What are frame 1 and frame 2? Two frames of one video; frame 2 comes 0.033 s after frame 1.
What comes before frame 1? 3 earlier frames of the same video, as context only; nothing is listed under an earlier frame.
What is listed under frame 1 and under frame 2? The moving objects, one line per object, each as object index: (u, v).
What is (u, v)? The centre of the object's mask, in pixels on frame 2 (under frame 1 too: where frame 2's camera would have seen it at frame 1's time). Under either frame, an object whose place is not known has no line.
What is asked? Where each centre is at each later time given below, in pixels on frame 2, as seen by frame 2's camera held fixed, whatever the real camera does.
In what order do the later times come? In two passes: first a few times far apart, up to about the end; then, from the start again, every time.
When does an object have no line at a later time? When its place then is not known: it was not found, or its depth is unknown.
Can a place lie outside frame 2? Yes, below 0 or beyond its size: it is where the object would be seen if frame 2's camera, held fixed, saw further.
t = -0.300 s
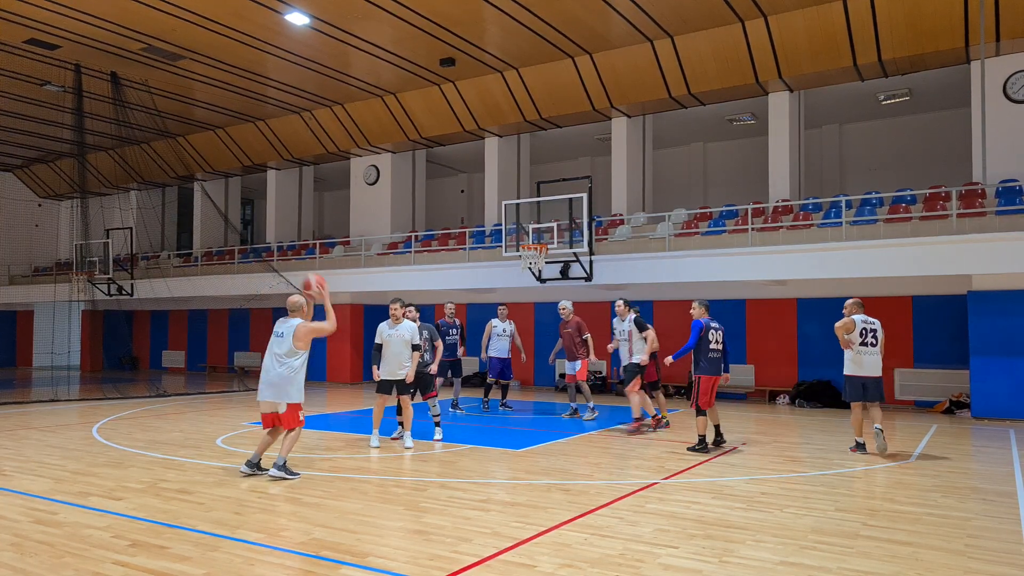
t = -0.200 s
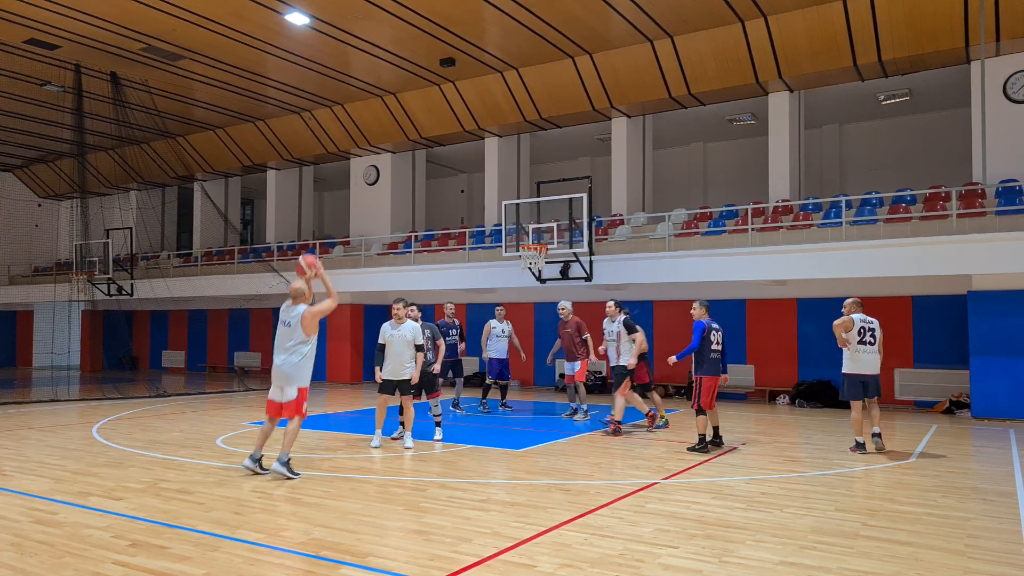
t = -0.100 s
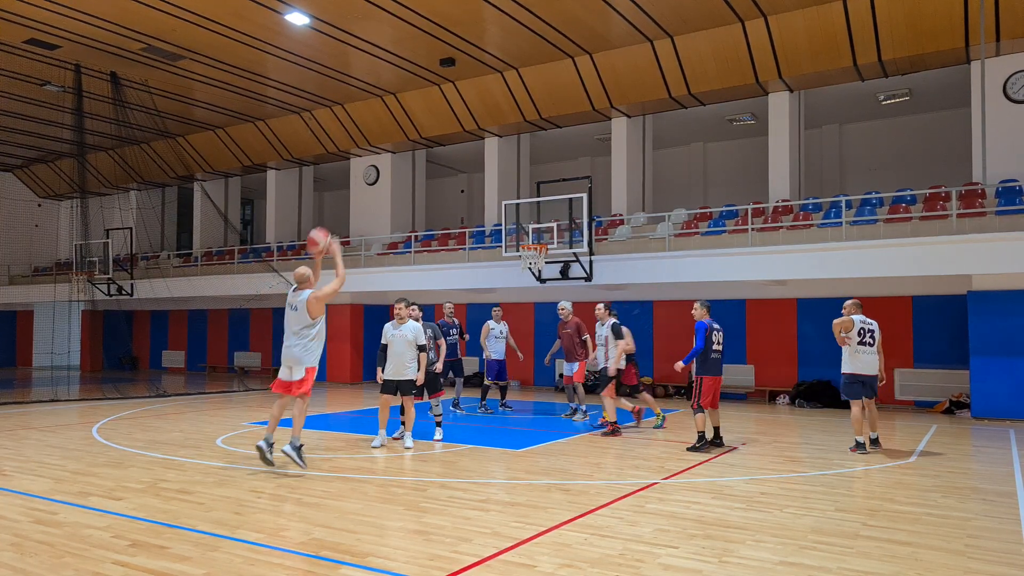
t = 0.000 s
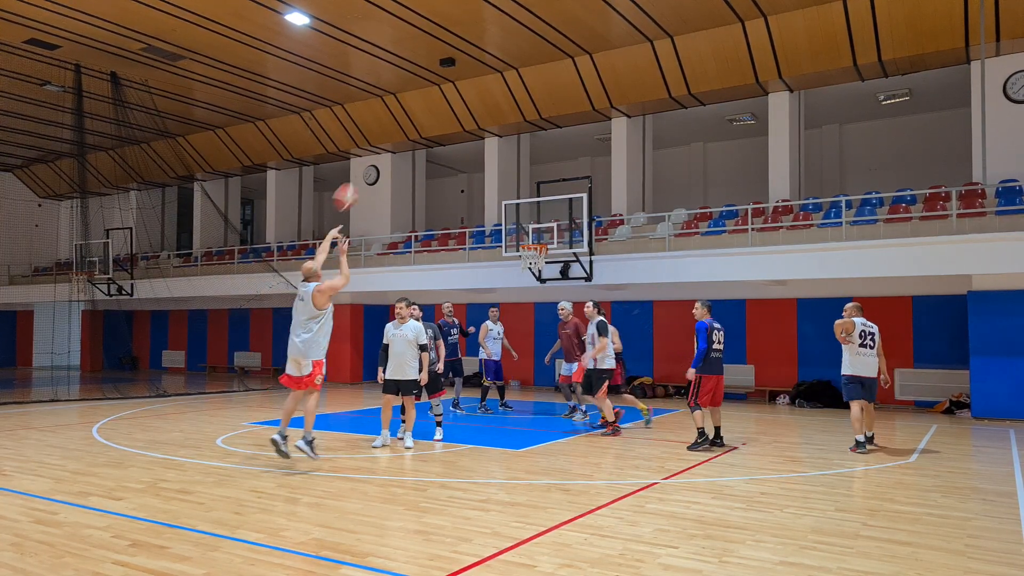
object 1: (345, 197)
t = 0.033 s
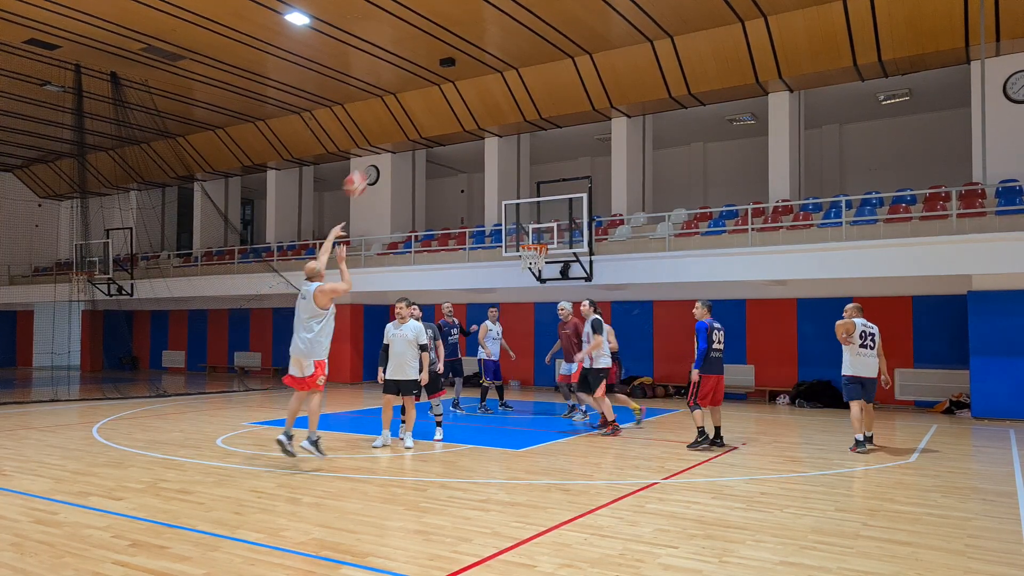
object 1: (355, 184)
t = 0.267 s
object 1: (414, 130)
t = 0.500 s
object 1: (456, 125)
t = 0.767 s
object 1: (493, 159)
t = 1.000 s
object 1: (518, 211)
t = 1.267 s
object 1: (550, 218)
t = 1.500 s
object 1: (583, 203)
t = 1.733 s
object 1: (621, 220)
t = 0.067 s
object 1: (365, 172)
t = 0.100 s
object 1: (374, 161)
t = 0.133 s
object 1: (383, 152)
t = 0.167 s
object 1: (391, 145)
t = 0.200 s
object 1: (399, 139)
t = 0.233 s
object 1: (407, 134)
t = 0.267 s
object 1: (414, 130)
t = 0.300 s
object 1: (420, 127)
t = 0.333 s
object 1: (427, 125)
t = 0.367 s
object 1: (433, 123)
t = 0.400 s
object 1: (439, 122)
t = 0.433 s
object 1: (444, 122)
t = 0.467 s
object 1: (450, 123)
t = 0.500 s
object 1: (456, 125)
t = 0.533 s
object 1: (461, 127)
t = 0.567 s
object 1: (466, 130)
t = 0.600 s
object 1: (471, 134)
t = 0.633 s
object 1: (476, 137)
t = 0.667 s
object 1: (480, 142)
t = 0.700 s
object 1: (485, 146)
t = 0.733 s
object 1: (489, 152)
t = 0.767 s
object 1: (493, 159)
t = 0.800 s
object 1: (498, 165)
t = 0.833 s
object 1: (501, 172)
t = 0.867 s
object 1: (505, 180)
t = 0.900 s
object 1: (509, 188)
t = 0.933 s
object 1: (512, 194)
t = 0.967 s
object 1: (516, 204)
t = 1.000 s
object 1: (518, 211)
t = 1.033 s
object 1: (523, 222)
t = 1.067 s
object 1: (526, 232)
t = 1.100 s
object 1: (525, 240)
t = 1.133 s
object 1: (534, 237)
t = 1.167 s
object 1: (536, 233)
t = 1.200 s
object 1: (540, 226)
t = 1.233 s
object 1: (545, 222)
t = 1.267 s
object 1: (550, 218)
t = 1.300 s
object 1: (555, 215)
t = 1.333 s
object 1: (560, 211)
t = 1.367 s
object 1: (564, 208)
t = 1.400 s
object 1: (568, 206)
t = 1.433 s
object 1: (573, 204)
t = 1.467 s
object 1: (577, 203)
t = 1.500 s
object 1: (583, 203)
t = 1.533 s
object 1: (588, 203)
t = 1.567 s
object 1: (594, 205)
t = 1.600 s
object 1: (597, 206)
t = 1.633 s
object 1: (603, 209)
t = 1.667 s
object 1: (608, 211)
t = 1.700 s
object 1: (614, 215)
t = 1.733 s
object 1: (621, 220)
